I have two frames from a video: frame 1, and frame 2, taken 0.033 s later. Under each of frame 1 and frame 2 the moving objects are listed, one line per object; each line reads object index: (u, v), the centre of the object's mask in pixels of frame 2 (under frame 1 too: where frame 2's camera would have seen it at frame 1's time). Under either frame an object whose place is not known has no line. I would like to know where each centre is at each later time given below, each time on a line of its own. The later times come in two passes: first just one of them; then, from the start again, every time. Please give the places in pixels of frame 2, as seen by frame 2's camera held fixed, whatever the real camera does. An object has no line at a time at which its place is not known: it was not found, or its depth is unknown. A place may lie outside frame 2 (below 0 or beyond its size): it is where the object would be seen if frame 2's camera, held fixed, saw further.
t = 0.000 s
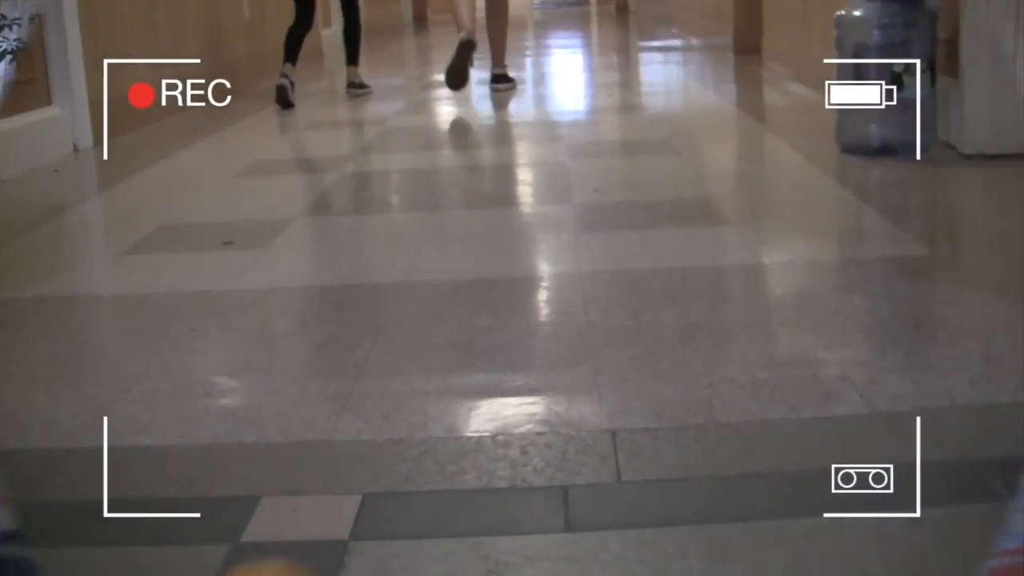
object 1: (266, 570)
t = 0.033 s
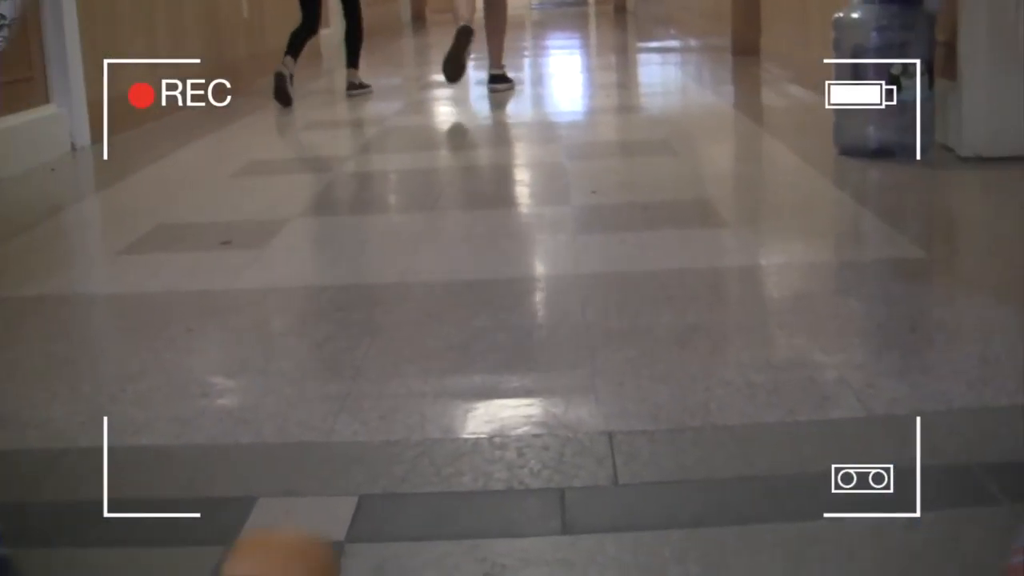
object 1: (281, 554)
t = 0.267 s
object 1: (361, 367)
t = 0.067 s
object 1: (293, 528)
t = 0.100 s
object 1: (309, 498)
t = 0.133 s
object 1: (323, 464)
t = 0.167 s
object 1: (335, 438)
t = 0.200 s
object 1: (343, 413)
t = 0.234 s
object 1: (353, 389)
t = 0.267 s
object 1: (361, 367)
